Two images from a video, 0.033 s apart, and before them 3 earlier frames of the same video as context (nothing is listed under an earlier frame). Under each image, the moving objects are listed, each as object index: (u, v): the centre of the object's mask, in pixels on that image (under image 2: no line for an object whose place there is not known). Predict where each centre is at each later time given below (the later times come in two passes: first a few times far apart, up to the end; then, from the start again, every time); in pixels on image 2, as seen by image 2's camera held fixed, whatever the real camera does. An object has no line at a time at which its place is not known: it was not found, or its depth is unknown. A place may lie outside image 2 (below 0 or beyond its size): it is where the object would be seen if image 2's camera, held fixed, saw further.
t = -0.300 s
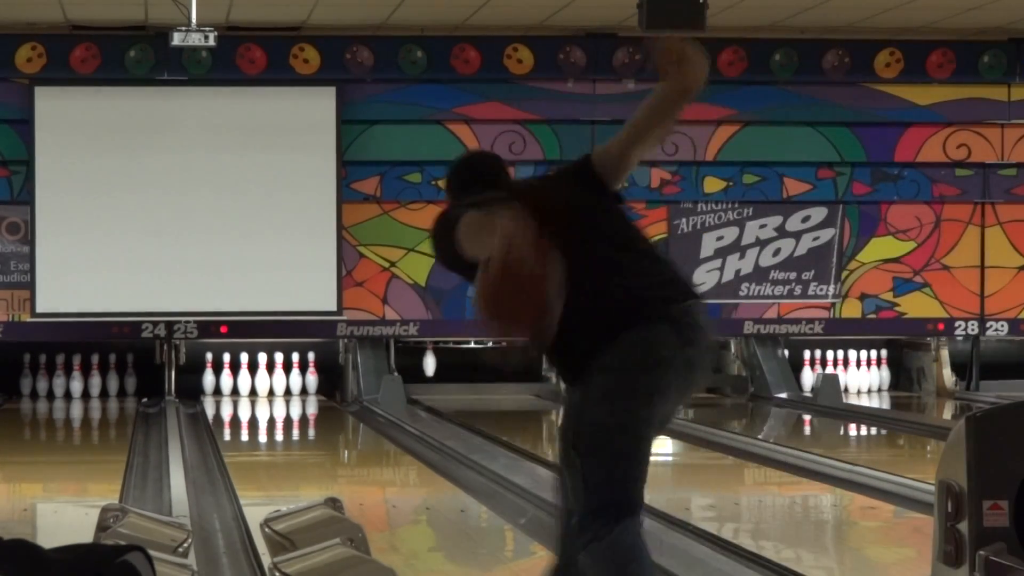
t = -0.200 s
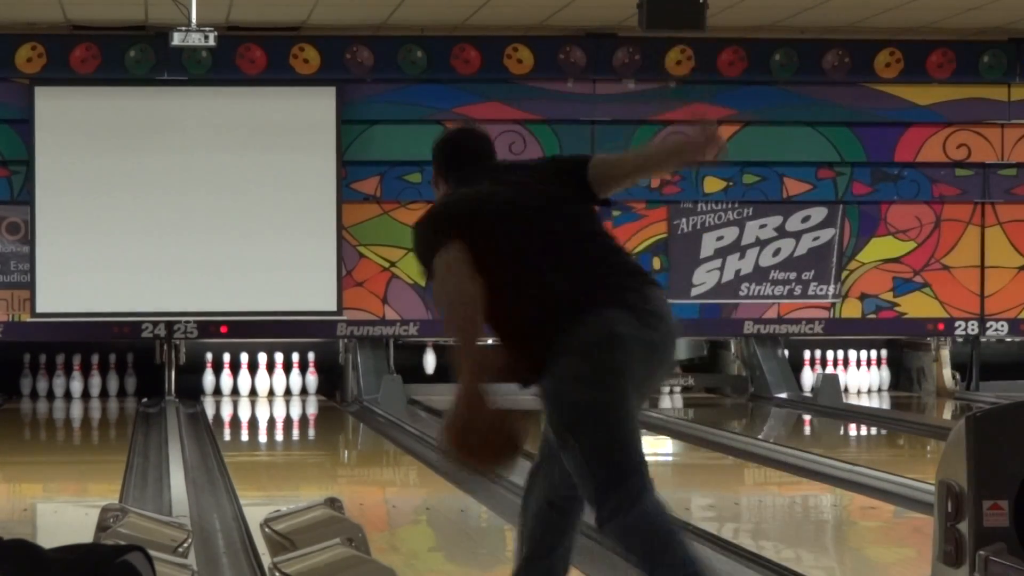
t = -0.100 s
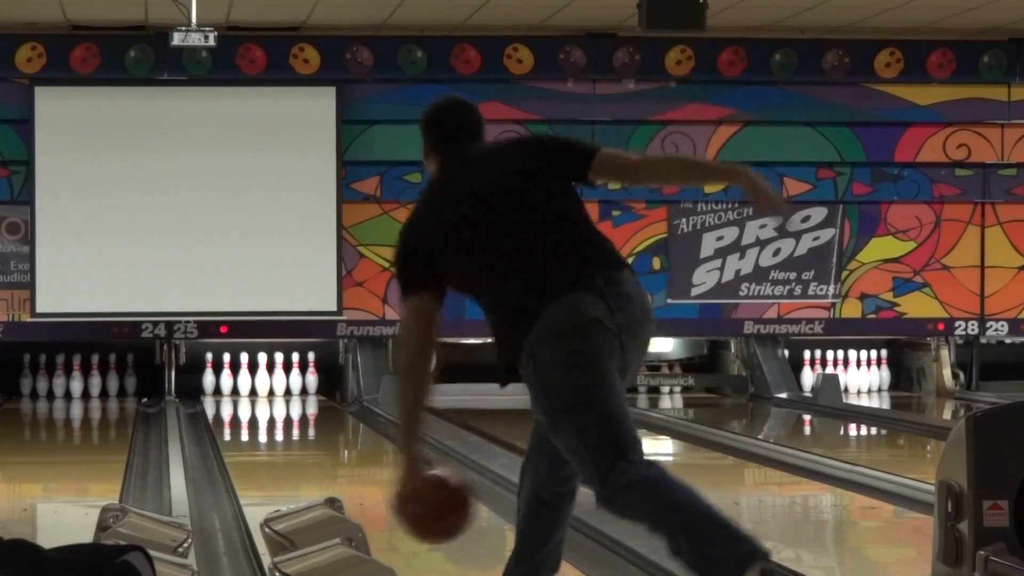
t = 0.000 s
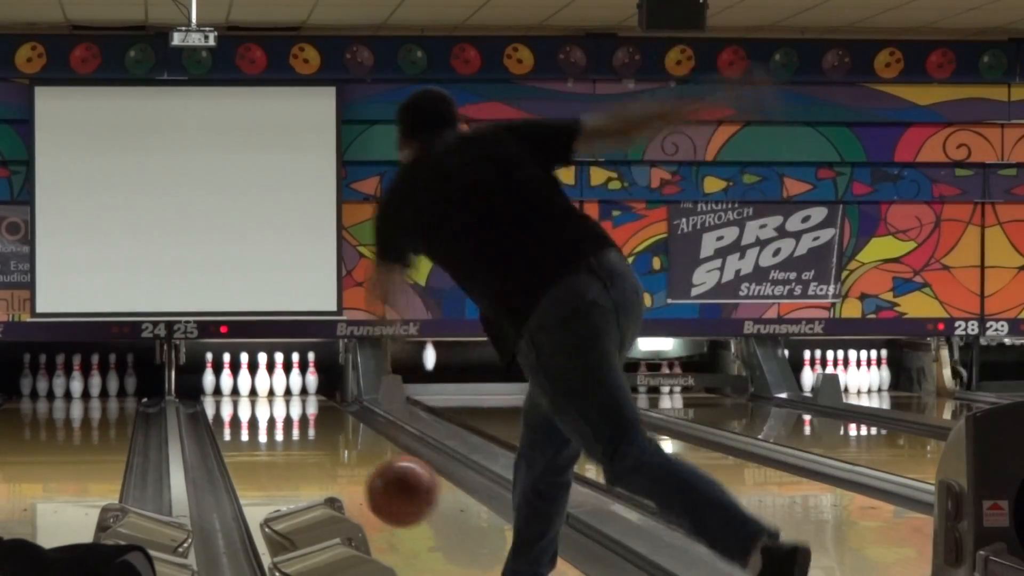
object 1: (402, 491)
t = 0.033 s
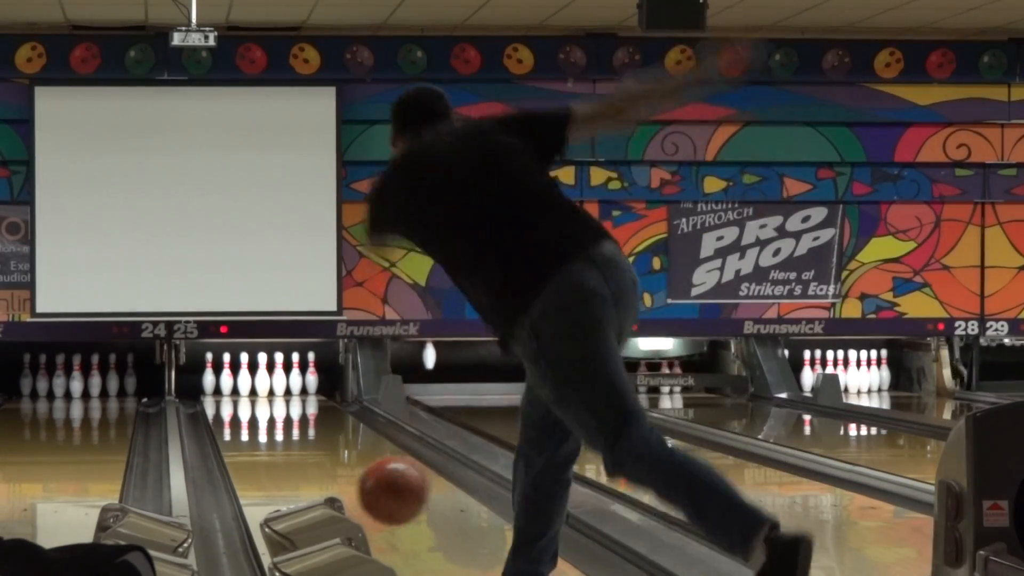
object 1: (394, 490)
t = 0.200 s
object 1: (368, 521)
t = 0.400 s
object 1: (321, 490)
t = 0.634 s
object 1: (292, 474)
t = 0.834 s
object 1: (274, 455)
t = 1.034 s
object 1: (260, 440)
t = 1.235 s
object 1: (250, 427)
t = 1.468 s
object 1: (241, 415)
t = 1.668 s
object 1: (236, 406)
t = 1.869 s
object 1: (236, 398)
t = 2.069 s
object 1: (238, 392)
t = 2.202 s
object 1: (242, 388)
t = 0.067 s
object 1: (385, 493)
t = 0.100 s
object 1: (377, 499)
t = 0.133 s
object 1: (373, 505)
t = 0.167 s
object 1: (370, 514)
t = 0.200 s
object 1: (368, 521)
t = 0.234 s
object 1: (362, 514)
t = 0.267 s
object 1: (354, 506)
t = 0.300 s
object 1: (347, 502)
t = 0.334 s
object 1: (337, 497)
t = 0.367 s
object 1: (329, 494)
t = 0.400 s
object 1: (321, 490)
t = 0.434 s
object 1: (314, 488)
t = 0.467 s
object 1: (310, 486)
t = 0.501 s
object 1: (306, 484)
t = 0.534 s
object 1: (303, 482)
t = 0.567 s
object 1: (299, 480)
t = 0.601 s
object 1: (296, 477)
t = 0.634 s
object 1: (292, 474)
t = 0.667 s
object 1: (289, 469)
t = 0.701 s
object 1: (286, 466)
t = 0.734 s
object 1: (283, 463)
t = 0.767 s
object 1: (280, 460)
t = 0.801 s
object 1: (277, 458)
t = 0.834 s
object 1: (274, 455)
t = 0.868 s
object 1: (272, 452)
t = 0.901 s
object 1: (269, 449)
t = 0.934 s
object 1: (267, 447)
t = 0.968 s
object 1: (265, 445)
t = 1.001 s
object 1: (263, 442)
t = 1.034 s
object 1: (260, 440)
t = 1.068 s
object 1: (258, 438)
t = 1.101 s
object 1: (257, 436)
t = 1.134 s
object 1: (256, 433)
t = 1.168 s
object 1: (254, 431)
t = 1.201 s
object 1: (251, 429)
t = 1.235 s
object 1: (250, 427)
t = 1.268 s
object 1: (248, 425)
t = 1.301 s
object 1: (247, 424)
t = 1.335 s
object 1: (246, 422)
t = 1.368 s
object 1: (245, 420)
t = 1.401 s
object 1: (243, 419)
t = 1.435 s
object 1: (242, 418)
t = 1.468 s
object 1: (241, 415)
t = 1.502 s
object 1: (240, 414)
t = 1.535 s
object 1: (239, 413)
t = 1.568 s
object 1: (239, 412)
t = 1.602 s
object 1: (238, 410)
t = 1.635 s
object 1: (237, 408)
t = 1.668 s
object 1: (236, 406)
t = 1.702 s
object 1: (236, 405)
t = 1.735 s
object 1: (236, 404)
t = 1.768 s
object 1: (236, 402)
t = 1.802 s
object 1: (235, 401)
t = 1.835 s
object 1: (235, 399)
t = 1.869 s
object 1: (236, 398)
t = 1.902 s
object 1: (236, 397)
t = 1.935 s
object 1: (236, 396)
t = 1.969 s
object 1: (237, 395)
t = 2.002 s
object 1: (237, 394)
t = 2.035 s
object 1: (238, 393)
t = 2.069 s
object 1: (238, 392)
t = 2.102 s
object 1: (239, 391)
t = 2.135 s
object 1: (239, 390)
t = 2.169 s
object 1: (241, 389)
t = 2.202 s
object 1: (242, 388)
